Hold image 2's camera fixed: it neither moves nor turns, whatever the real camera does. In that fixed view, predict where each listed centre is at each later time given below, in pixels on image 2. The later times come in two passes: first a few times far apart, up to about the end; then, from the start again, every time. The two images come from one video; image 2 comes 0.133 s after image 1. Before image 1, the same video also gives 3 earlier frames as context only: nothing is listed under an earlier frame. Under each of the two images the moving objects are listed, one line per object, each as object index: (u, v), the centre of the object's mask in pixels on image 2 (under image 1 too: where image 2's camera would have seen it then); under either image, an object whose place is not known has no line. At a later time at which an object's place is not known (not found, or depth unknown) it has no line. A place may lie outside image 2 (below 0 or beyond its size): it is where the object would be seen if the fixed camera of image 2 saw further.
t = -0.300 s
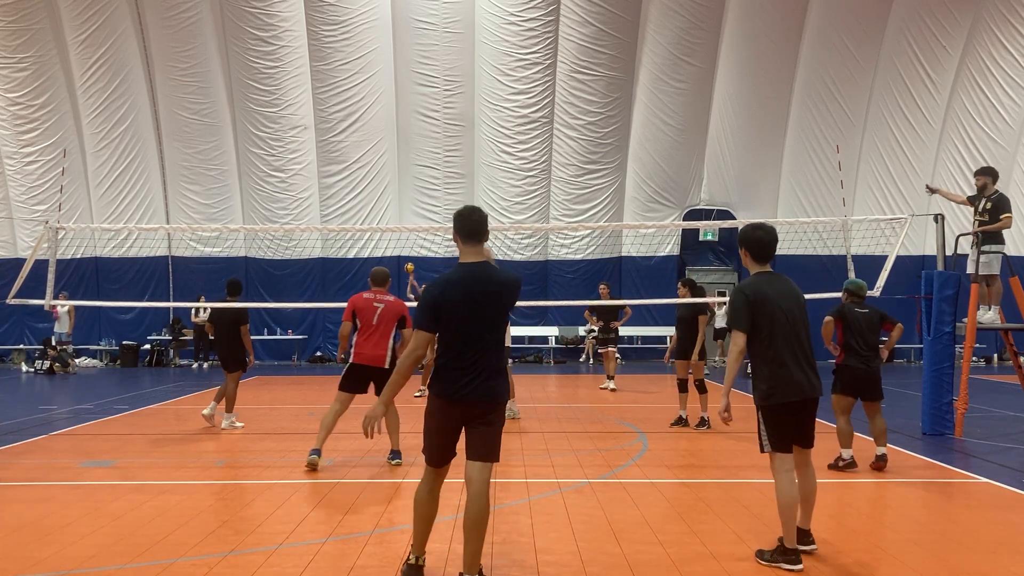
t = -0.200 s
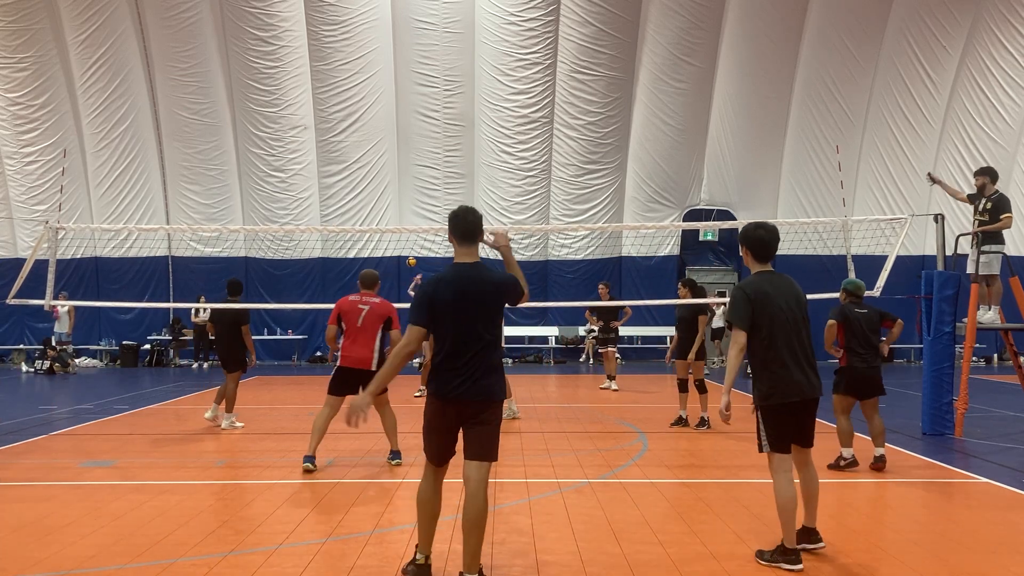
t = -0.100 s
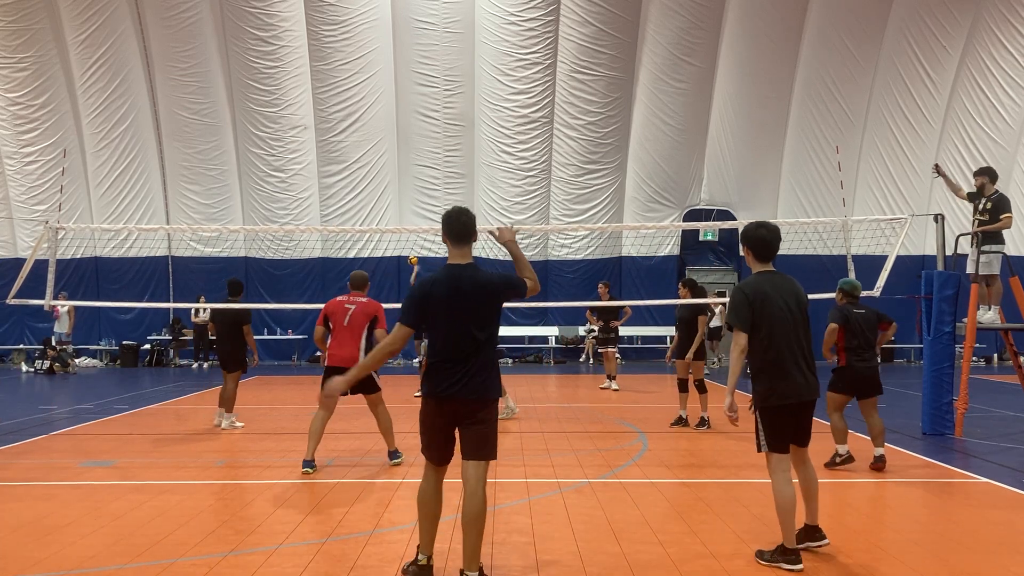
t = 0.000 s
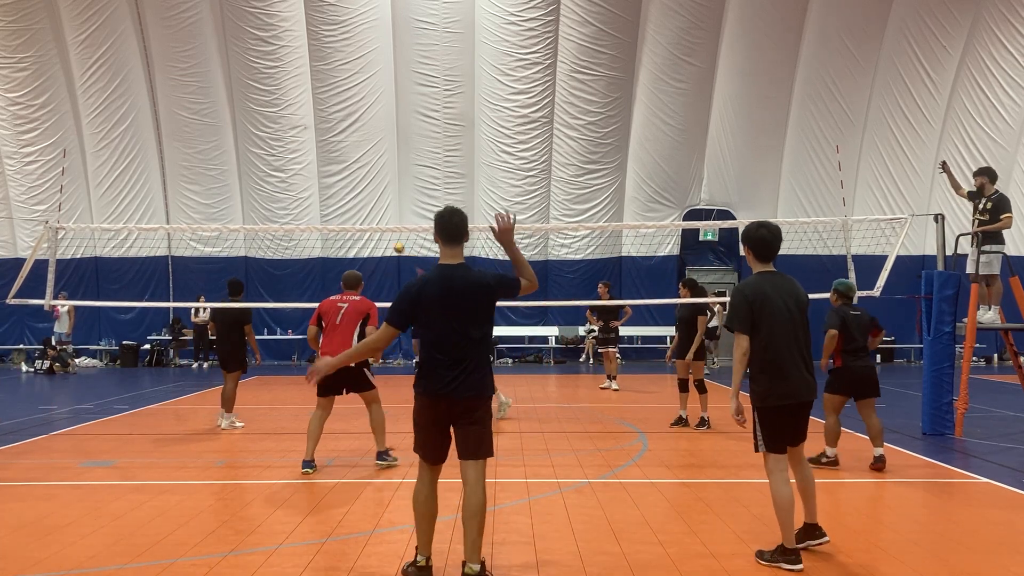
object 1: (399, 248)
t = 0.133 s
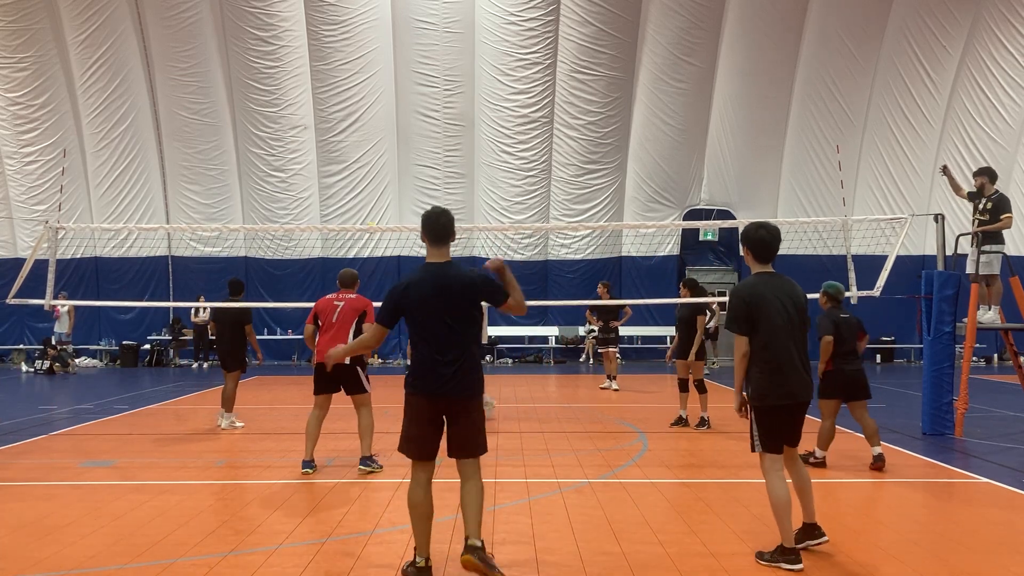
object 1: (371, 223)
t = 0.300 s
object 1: (325, 209)
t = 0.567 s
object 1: (222, 215)
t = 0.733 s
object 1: (172, 258)
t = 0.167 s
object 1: (361, 222)
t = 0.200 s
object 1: (352, 219)
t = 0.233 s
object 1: (344, 215)
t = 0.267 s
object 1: (334, 211)
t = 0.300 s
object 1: (325, 209)
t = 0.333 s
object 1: (313, 207)
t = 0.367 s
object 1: (302, 205)
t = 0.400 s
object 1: (290, 204)
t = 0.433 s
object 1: (278, 204)
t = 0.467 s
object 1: (265, 206)
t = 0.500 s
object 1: (251, 208)
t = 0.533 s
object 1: (237, 212)
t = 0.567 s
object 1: (222, 215)
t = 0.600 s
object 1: (206, 219)
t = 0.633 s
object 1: (189, 228)
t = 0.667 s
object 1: (180, 238)
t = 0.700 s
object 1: (177, 246)
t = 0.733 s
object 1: (172, 258)
